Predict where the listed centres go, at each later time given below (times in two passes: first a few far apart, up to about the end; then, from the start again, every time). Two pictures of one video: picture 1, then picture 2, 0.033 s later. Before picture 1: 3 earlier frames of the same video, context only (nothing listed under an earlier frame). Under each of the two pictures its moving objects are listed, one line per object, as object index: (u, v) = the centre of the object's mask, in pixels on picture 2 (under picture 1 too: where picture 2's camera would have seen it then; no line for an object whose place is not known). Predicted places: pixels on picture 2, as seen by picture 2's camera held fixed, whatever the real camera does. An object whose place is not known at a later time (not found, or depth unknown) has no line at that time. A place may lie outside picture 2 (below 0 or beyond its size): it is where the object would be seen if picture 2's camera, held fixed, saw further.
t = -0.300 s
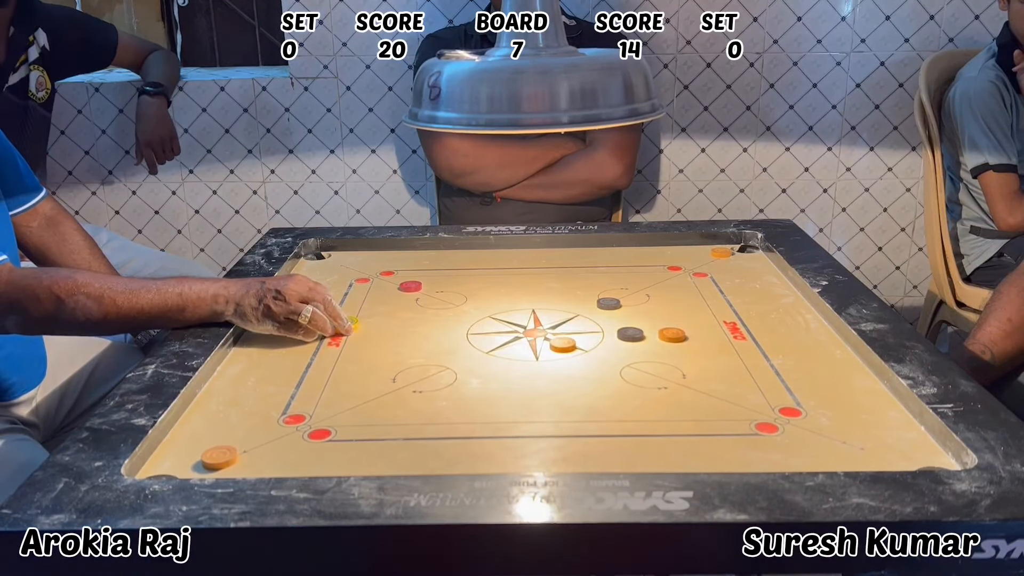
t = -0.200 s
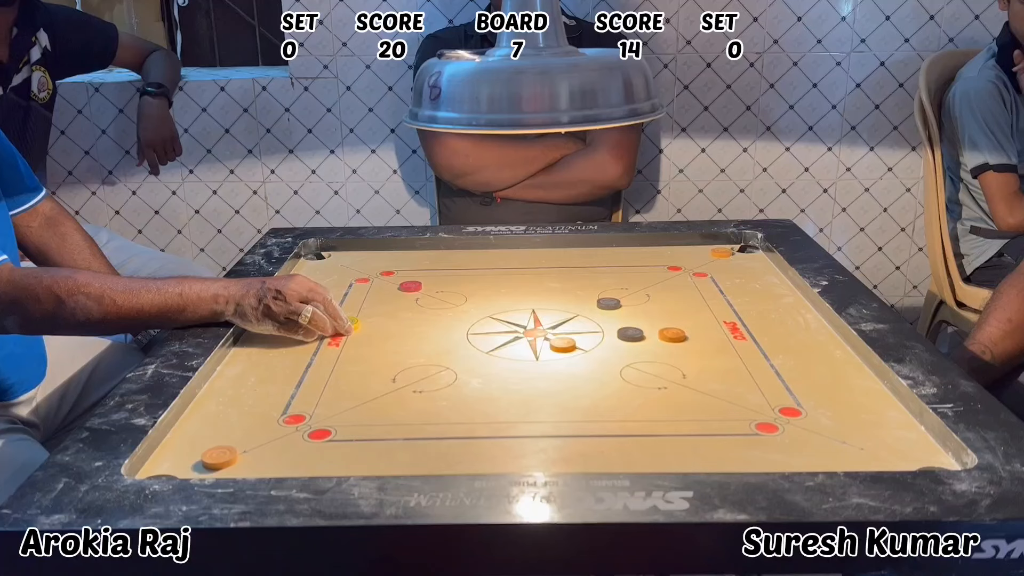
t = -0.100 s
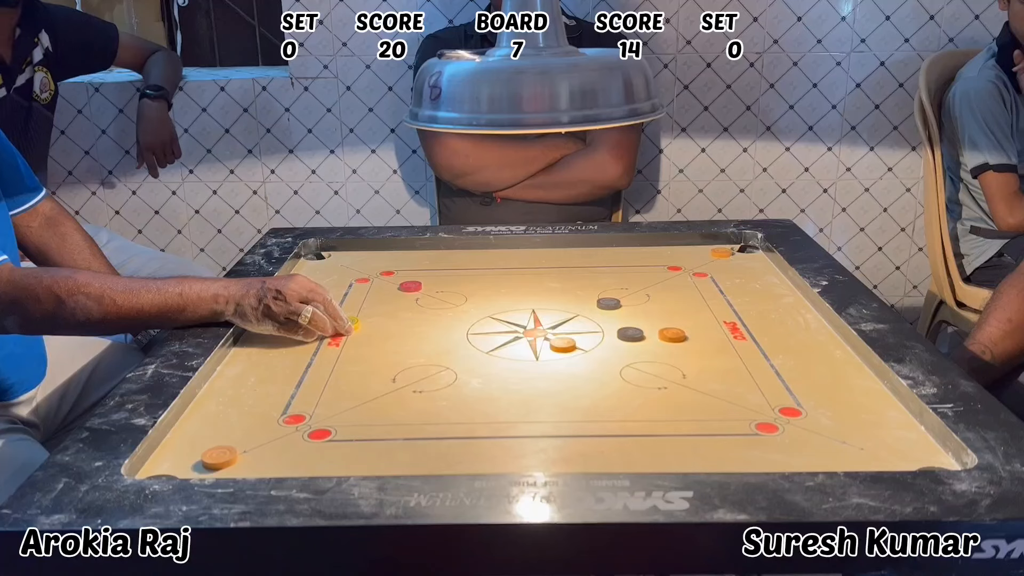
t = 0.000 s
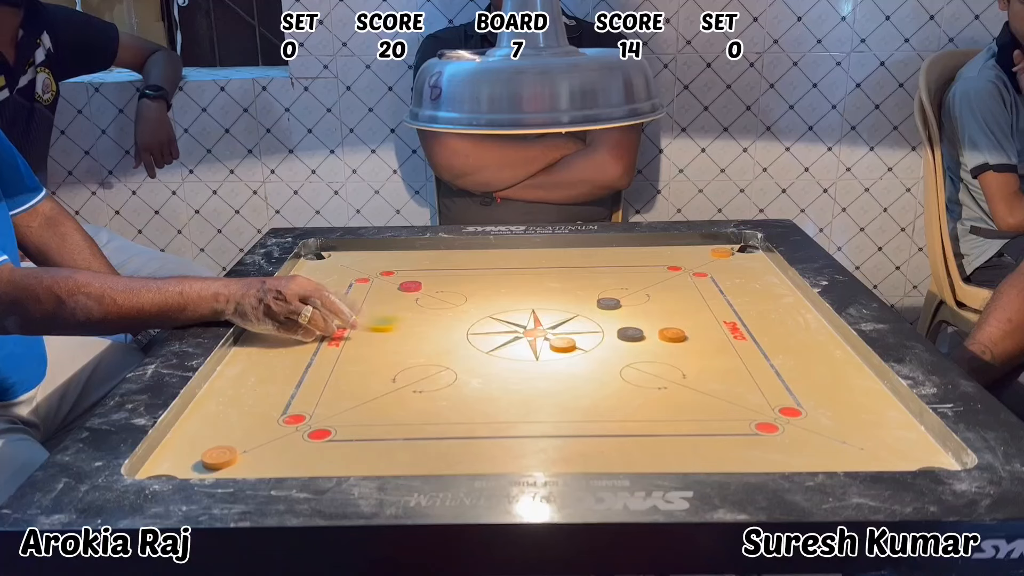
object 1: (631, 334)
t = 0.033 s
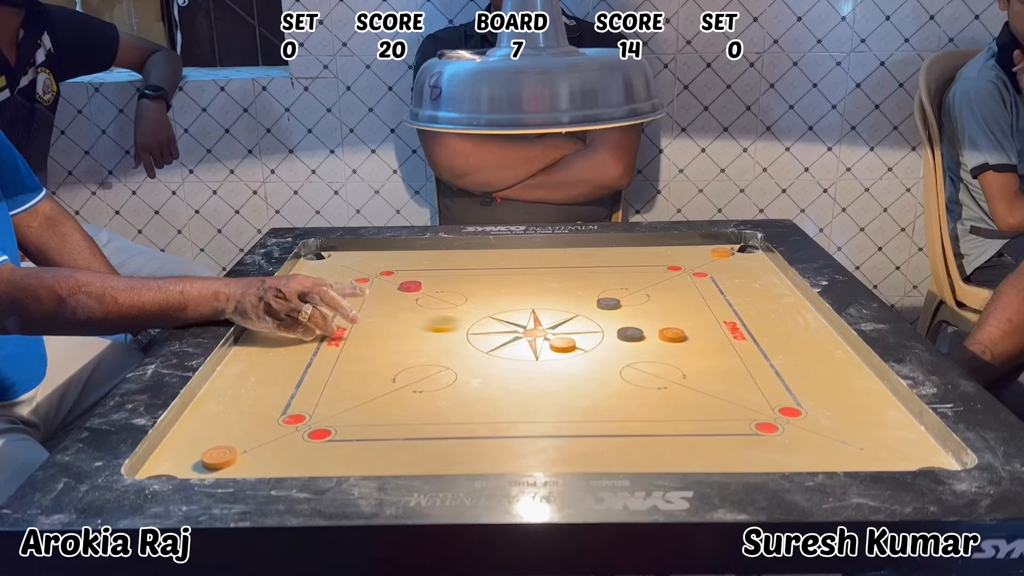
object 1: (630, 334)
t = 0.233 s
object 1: (749, 378)
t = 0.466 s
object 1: (864, 467)
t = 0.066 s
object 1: (630, 334)
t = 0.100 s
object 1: (630, 334)
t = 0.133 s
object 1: (634, 335)
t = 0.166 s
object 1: (669, 349)
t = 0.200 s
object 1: (708, 363)
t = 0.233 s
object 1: (749, 378)
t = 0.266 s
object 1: (793, 395)
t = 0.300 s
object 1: (839, 412)
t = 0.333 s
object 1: (886, 429)
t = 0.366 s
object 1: (919, 445)
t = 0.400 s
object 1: (902, 458)
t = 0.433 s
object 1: (884, 466)
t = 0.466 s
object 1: (864, 467)
